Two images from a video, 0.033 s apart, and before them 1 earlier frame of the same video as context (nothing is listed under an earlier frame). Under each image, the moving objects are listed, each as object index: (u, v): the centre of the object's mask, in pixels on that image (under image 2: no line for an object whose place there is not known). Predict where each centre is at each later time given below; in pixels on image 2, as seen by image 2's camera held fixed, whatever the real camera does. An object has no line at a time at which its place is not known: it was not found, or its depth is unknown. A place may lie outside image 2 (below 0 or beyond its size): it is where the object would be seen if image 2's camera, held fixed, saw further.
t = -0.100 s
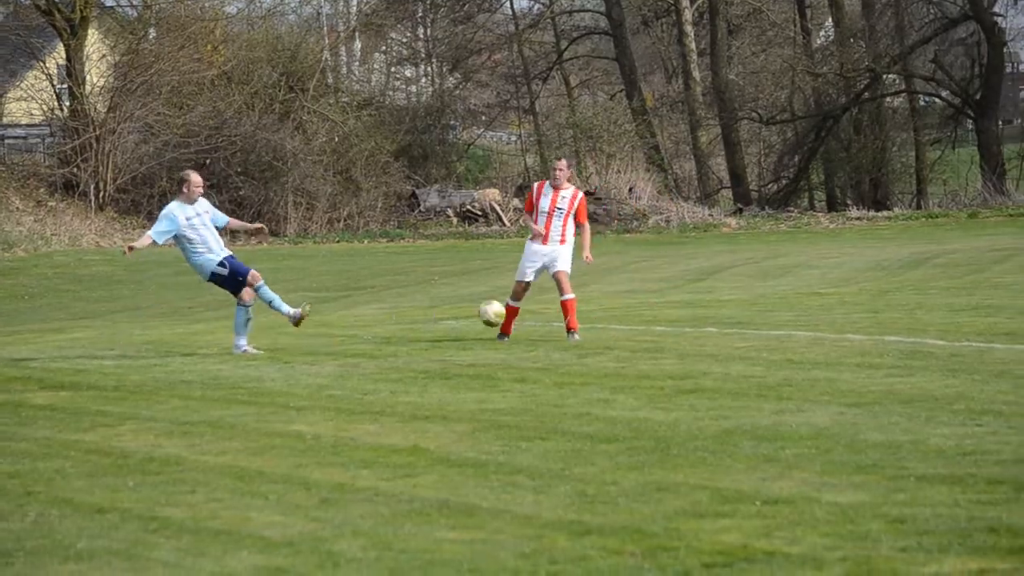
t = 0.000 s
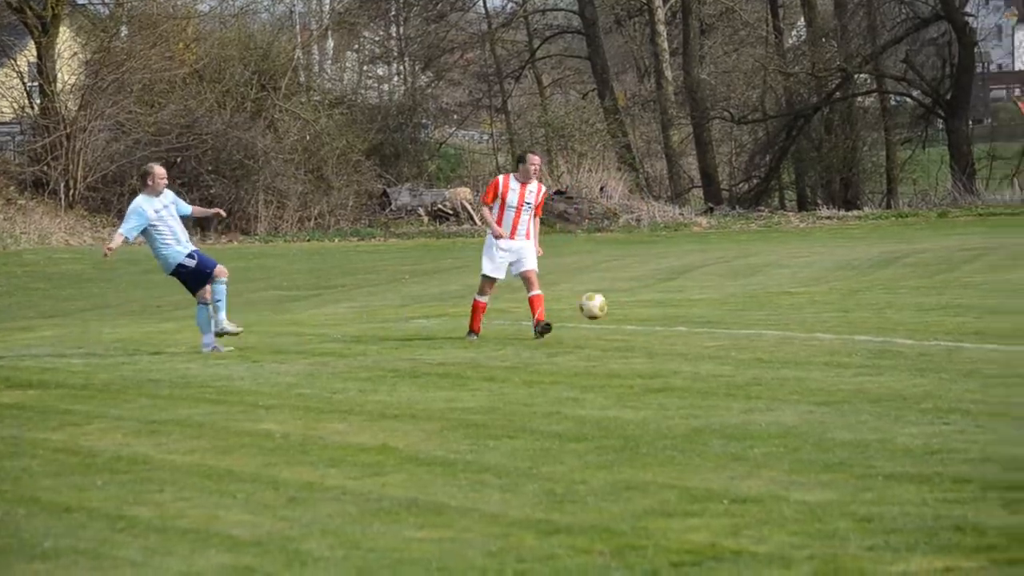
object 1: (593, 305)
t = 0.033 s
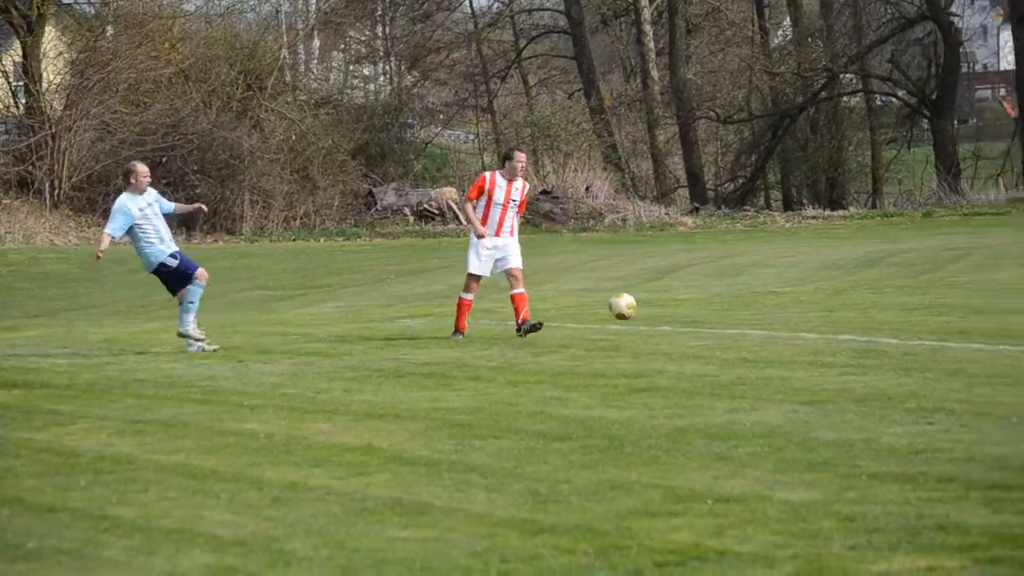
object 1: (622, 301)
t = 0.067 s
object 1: (664, 304)
